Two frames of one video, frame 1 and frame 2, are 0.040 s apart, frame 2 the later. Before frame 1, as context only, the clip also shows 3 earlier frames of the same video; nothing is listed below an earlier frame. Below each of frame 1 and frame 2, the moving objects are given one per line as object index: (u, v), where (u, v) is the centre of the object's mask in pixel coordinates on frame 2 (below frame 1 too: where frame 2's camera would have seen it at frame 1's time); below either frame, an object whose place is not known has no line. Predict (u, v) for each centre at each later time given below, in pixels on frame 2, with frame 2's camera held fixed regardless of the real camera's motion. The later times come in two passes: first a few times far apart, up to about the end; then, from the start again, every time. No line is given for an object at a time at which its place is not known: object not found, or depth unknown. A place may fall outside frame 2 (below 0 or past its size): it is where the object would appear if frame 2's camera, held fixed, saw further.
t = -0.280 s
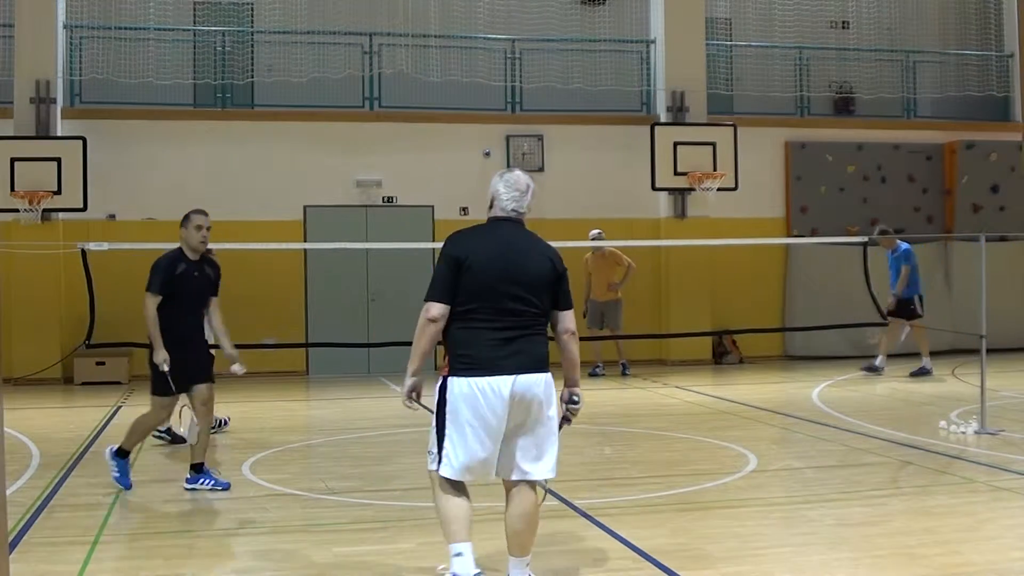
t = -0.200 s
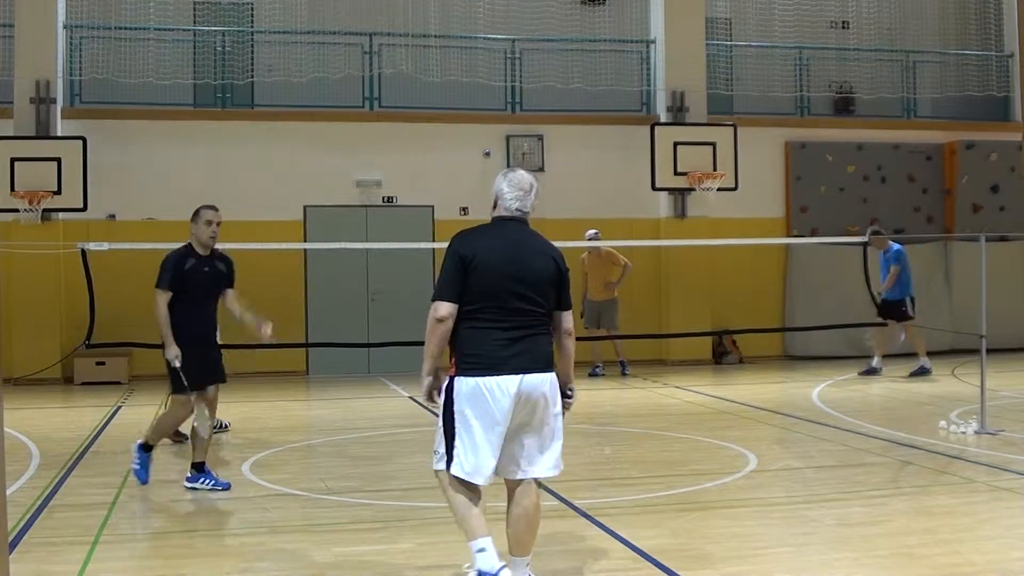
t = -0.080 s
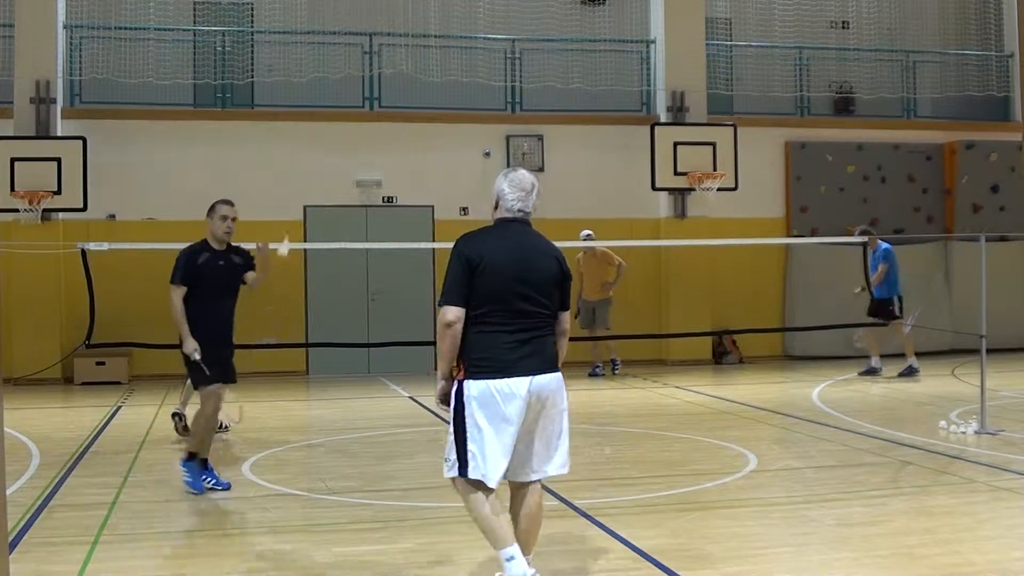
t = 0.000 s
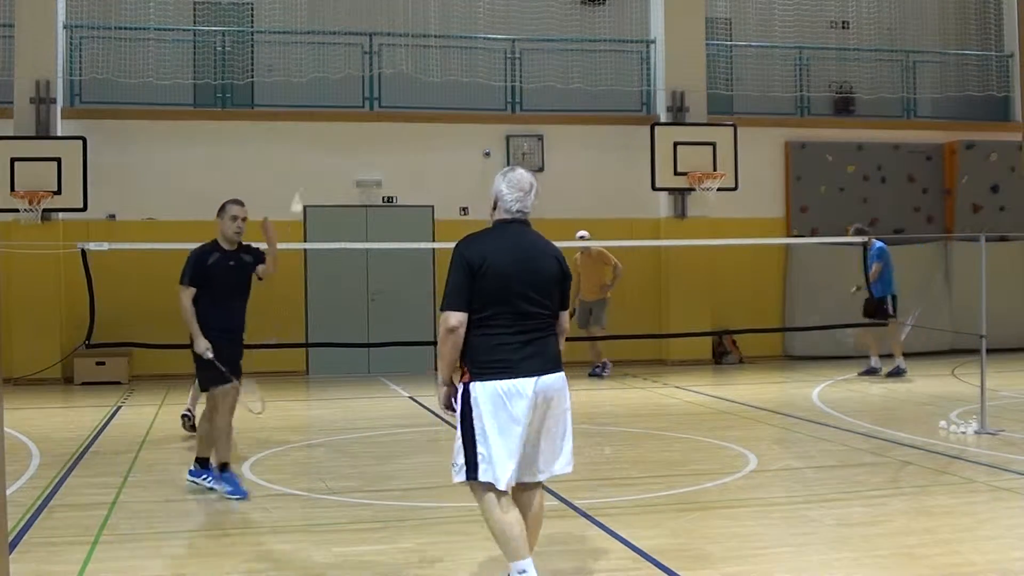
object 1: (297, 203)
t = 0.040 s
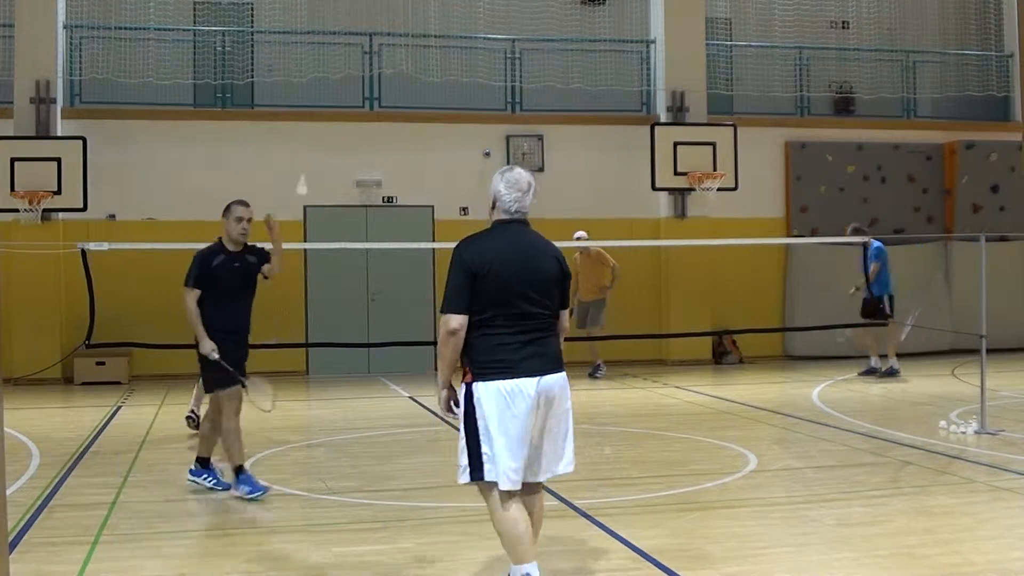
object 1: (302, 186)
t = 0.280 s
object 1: (334, 134)
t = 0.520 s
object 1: (372, 200)
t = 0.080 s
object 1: (307, 171)
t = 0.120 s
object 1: (313, 157)
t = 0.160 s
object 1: (318, 147)
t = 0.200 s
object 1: (323, 140)
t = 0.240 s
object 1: (330, 135)
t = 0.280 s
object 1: (334, 134)
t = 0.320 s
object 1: (340, 136)
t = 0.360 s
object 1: (346, 142)
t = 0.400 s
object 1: (353, 151)
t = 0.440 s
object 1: (359, 164)
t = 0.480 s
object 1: (366, 180)
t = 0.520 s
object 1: (372, 200)
